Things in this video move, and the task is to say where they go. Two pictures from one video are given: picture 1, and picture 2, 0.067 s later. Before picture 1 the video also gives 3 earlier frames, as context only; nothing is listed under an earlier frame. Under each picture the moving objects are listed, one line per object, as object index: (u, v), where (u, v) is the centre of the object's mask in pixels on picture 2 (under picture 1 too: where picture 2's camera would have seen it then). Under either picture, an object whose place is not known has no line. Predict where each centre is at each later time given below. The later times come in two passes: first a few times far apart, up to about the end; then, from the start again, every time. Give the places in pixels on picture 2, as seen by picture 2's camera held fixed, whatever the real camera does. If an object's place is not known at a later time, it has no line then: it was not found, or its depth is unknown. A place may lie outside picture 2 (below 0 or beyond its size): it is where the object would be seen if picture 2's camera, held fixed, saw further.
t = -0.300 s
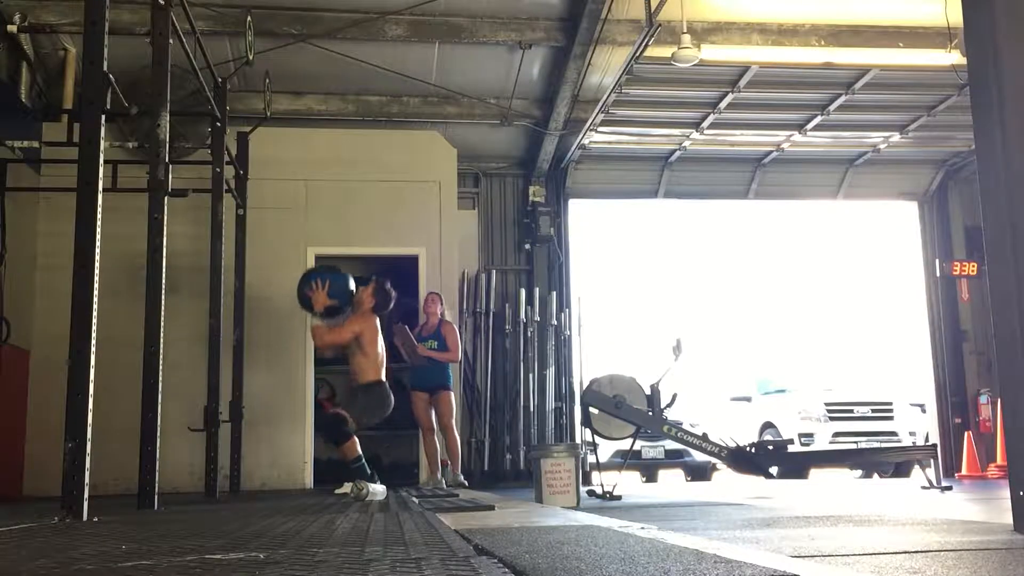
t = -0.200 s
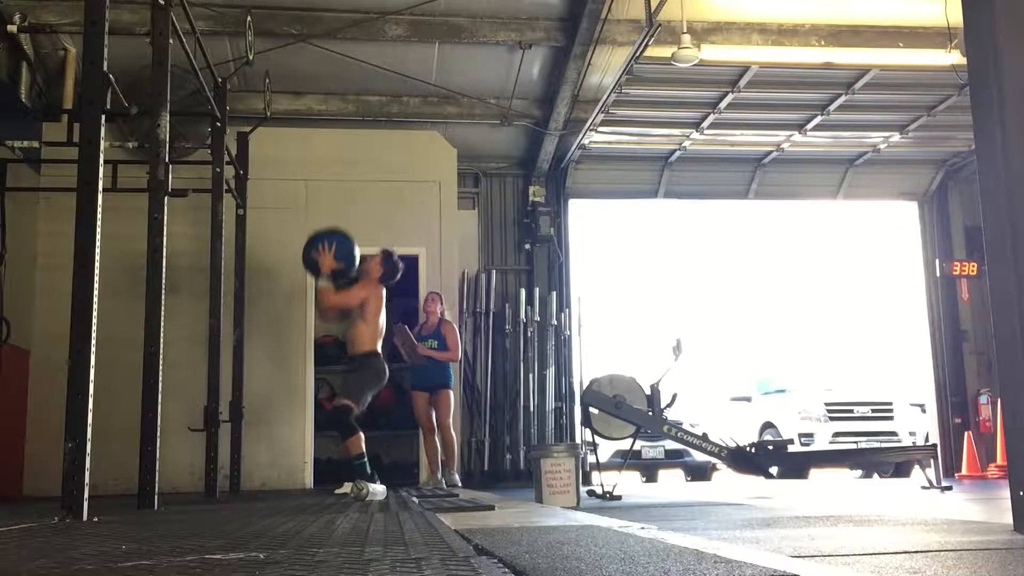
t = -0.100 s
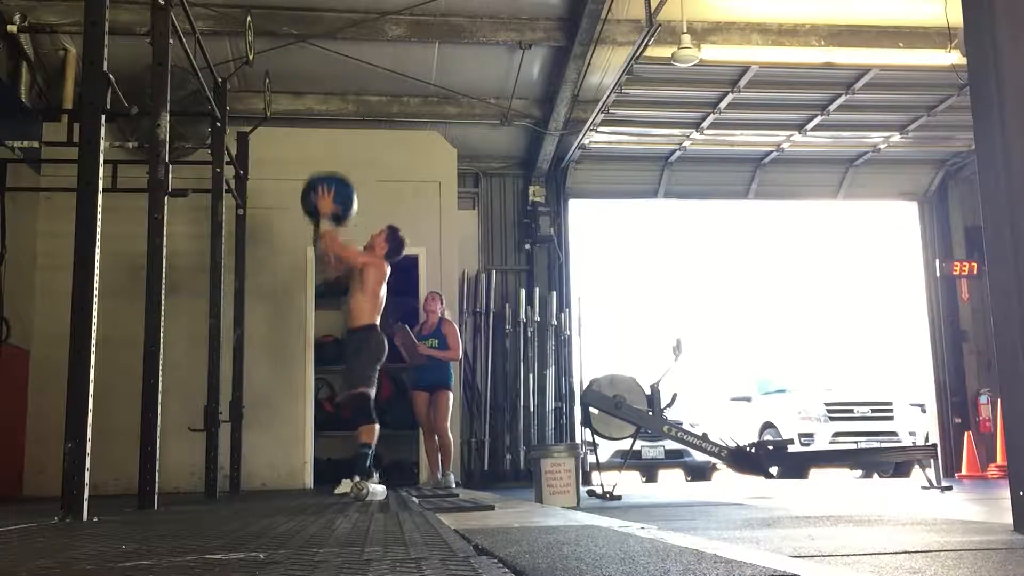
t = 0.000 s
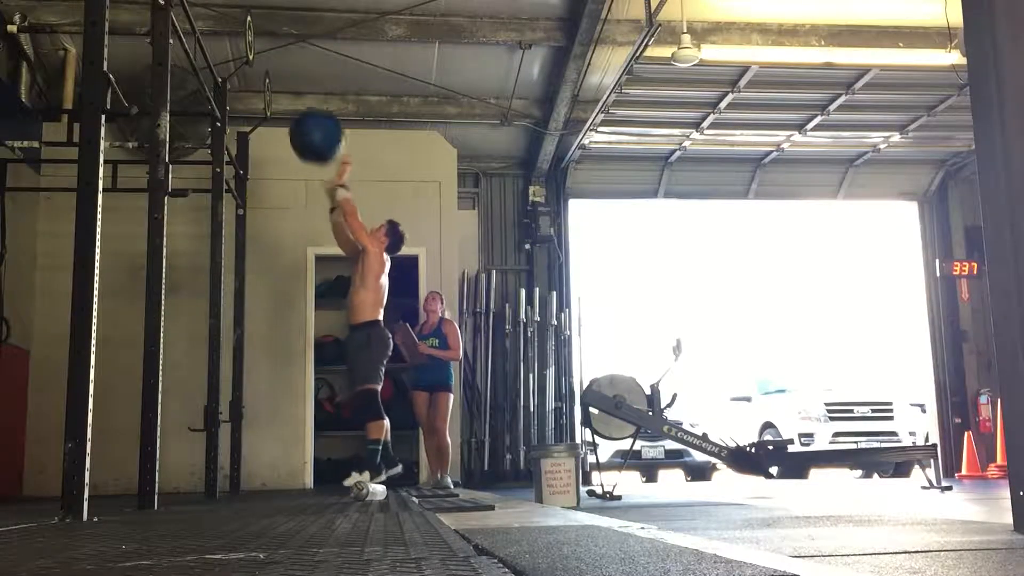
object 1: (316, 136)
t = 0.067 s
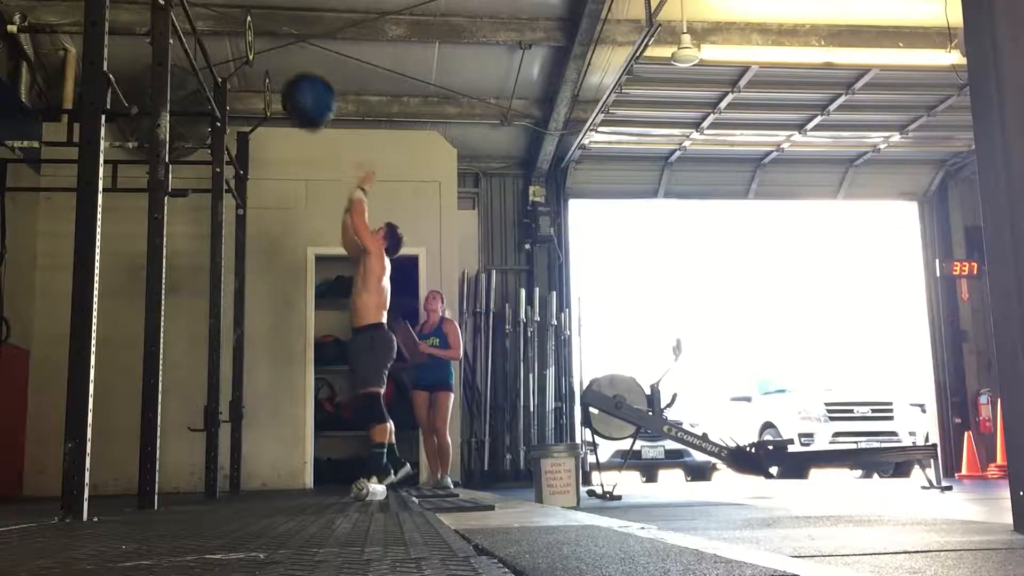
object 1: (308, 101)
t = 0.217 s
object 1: (289, 47)
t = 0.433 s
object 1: (275, 27)
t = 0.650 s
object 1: (295, 71)
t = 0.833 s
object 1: (311, 160)
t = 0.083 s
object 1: (305, 93)
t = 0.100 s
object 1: (303, 86)
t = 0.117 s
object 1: (301, 79)
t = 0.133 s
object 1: (299, 72)
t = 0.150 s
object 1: (297, 67)
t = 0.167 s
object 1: (295, 61)
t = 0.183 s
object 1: (293, 57)
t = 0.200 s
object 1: (291, 51)
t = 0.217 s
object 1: (289, 47)
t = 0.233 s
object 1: (287, 43)
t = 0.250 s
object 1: (284, 40)
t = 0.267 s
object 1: (282, 35)
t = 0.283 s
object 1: (280, 33)
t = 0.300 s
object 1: (278, 31)
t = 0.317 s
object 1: (277, 28)
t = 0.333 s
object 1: (274, 27)
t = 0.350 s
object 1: (273, 26)
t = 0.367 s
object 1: (272, 26)
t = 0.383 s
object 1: (272, 26)
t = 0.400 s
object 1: (273, 26)
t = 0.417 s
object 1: (274, 26)
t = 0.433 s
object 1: (275, 27)
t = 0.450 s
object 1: (277, 28)
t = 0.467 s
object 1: (280, 30)
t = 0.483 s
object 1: (281, 31)
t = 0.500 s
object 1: (282, 34)
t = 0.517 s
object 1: (283, 37)
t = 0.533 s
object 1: (285, 40)
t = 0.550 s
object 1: (287, 43)
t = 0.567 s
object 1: (288, 46)
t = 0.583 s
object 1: (290, 50)
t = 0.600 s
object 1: (291, 55)
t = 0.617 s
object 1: (292, 60)
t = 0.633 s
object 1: (294, 66)
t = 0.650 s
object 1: (295, 71)
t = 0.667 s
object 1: (297, 77)
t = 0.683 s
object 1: (298, 83)
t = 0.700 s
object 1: (300, 90)
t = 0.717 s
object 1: (301, 97)
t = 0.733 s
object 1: (303, 105)
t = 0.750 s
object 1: (304, 113)
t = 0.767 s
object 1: (305, 122)
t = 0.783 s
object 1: (307, 131)
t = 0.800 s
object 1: (308, 141)
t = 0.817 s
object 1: (310, 150)
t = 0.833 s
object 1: (311, 160)
